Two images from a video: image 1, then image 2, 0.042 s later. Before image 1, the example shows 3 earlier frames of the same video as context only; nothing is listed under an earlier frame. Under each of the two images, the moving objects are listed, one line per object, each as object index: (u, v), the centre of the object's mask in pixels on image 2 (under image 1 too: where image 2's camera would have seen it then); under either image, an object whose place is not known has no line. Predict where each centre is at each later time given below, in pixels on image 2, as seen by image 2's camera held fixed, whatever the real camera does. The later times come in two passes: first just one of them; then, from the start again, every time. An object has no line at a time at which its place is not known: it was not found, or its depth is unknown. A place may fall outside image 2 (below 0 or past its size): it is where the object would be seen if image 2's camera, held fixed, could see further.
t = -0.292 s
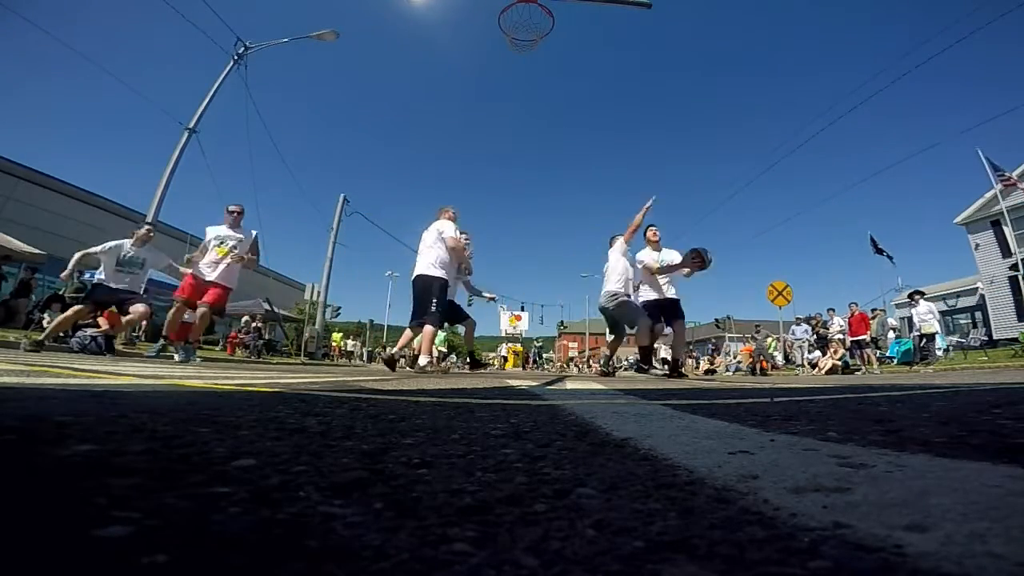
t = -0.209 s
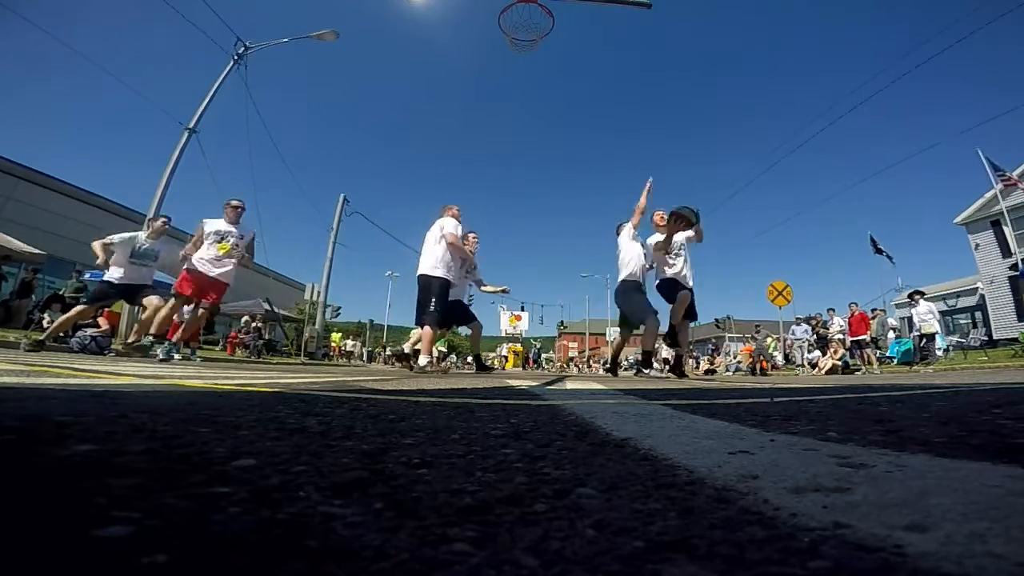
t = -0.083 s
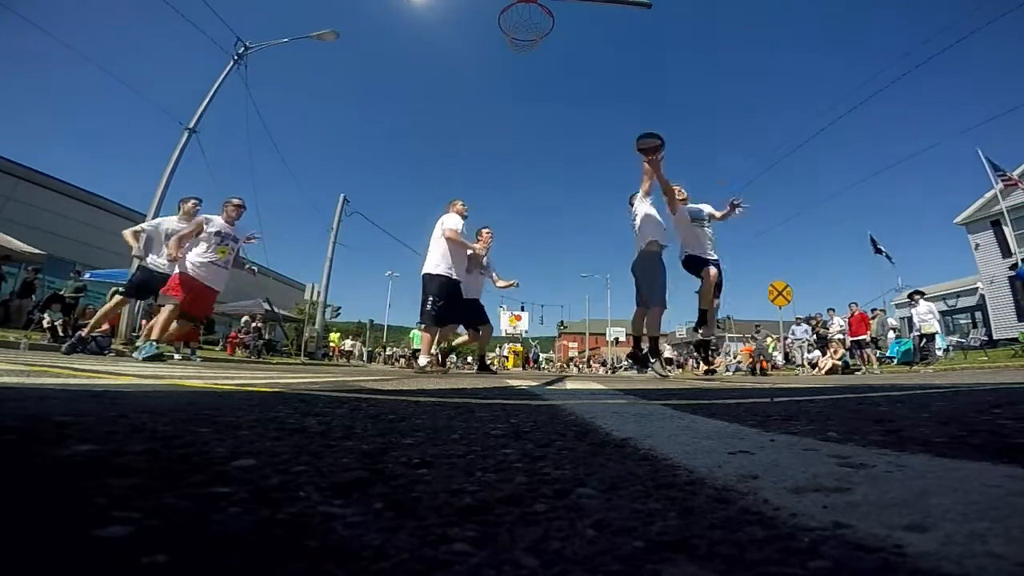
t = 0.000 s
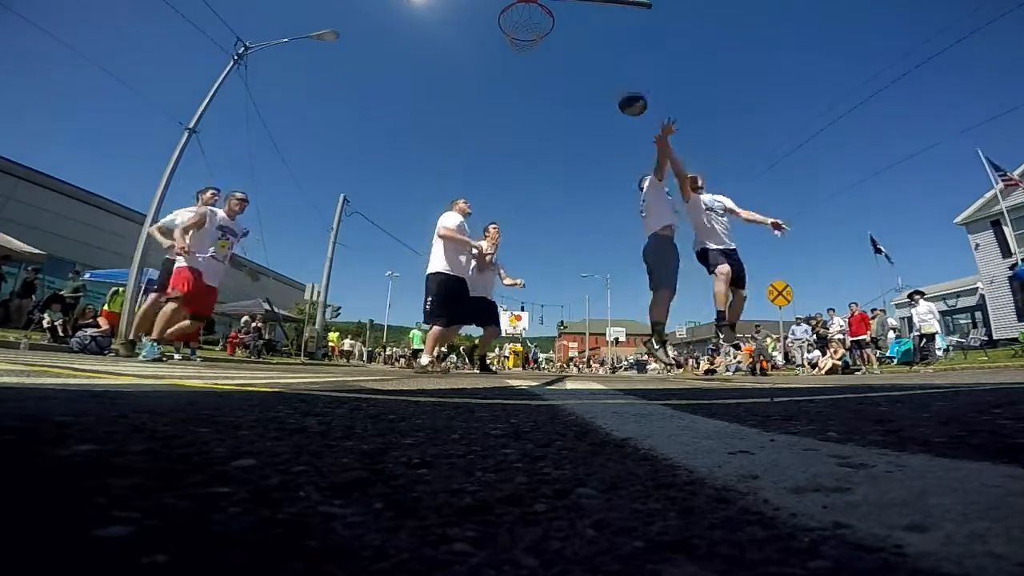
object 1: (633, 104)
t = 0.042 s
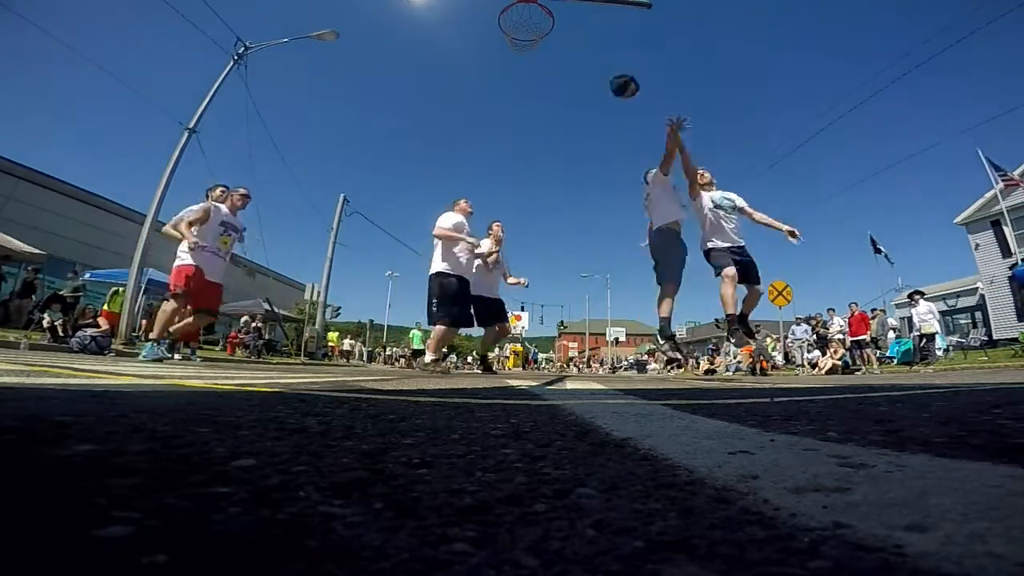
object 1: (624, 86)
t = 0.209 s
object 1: (588, 26)
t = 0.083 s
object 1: (616, 70)
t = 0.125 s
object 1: (605, 51)
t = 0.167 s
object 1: (597, 38)
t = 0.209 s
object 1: (588, 26)
